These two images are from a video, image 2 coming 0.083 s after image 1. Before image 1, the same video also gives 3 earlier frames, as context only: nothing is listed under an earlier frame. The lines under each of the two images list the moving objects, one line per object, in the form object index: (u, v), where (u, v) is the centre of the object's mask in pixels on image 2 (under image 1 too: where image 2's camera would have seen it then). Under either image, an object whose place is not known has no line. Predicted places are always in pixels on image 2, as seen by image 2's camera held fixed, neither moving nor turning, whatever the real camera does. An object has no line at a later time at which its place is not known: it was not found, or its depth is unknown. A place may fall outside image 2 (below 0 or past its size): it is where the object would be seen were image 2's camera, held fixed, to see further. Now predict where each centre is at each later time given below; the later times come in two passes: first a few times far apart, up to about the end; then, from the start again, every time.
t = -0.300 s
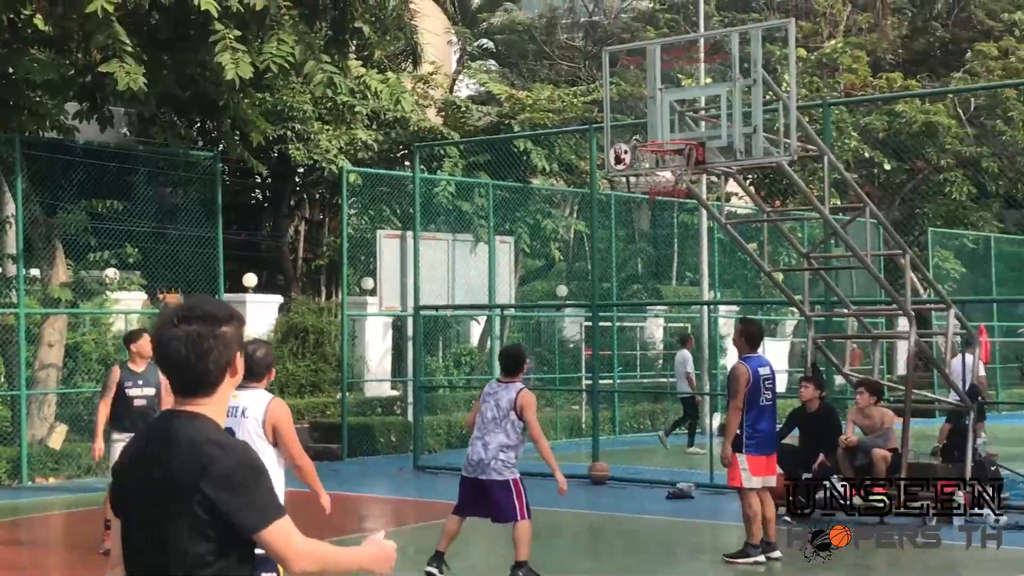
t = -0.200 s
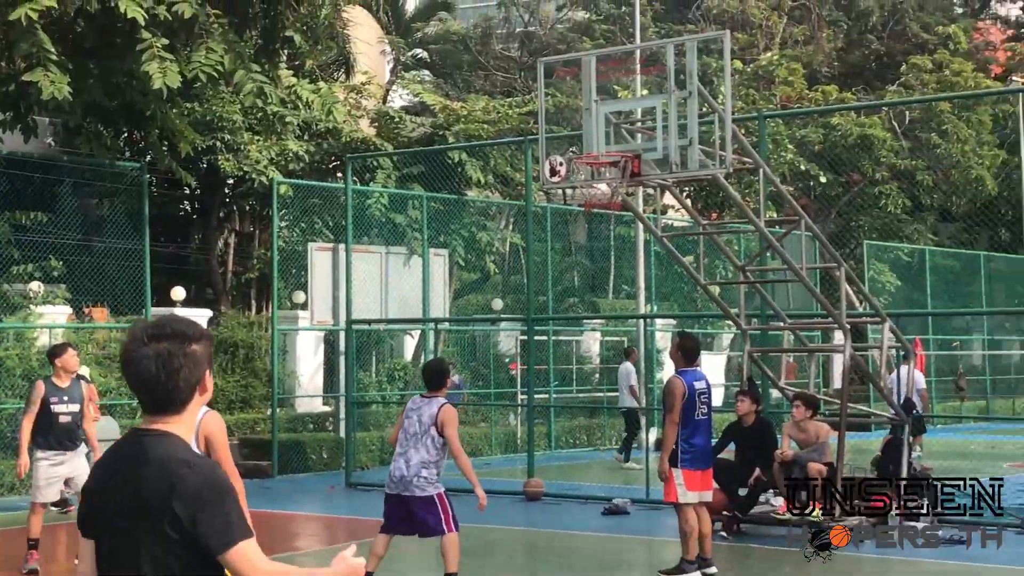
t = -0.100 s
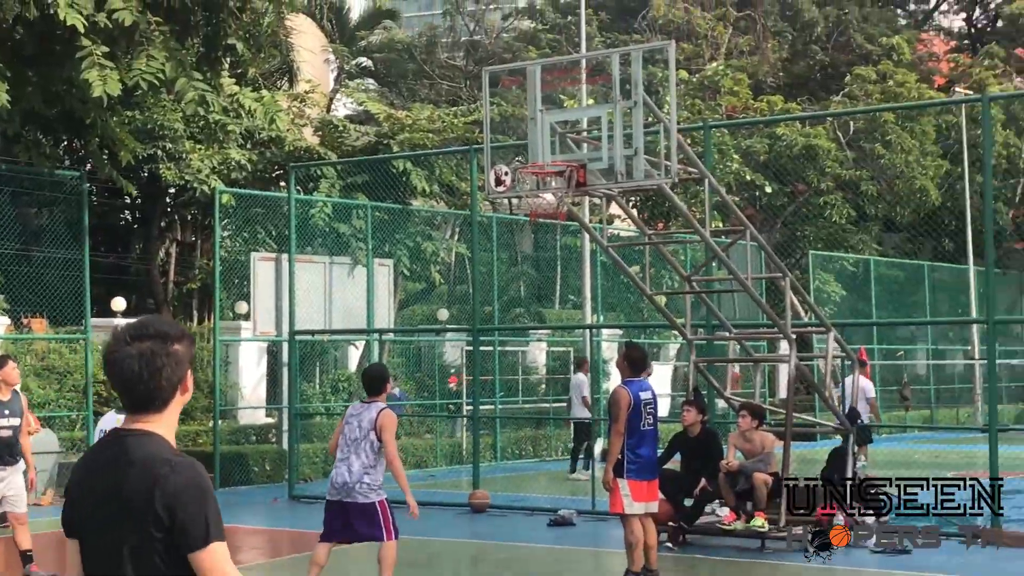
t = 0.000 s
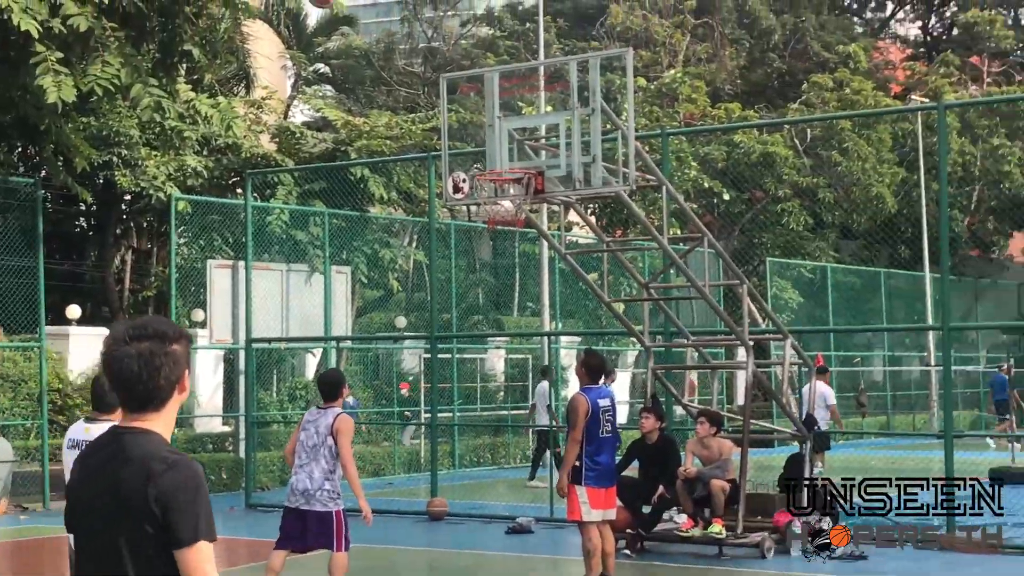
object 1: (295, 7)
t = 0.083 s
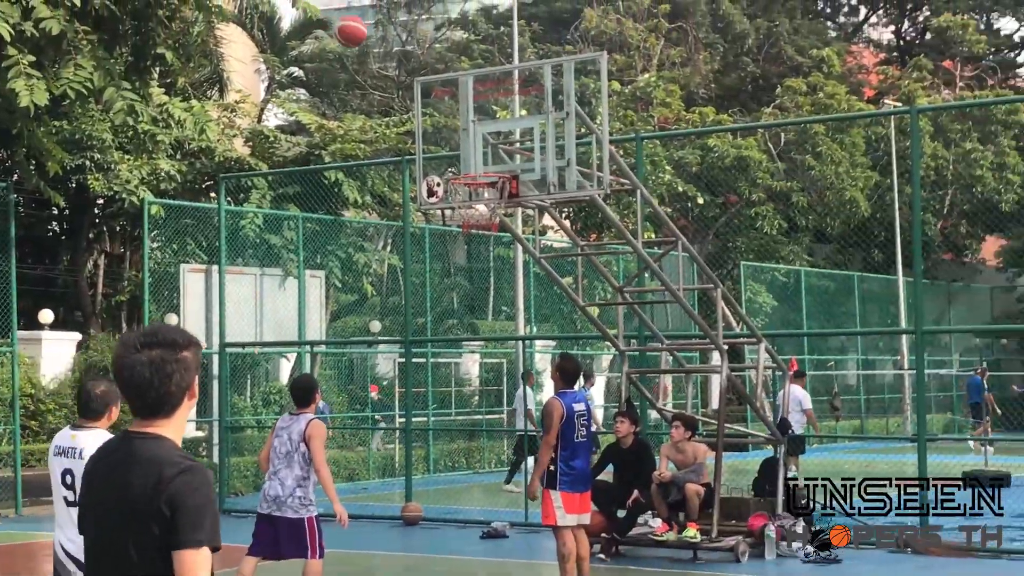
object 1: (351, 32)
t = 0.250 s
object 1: (457, 128)
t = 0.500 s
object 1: (487, 233)
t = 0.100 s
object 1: (362, 39)
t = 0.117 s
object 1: (373, 48)
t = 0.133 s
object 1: (384, 56)
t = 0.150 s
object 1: (395, 66)
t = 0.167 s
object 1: (405, 75)
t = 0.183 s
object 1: (416, 85)
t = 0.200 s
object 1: (426, 95)
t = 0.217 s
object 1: (437, 105)
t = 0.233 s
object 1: (446, 116)
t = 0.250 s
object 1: (457, 128)
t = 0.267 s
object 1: (467, 140)
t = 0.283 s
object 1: (477, 152)
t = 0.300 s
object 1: (487, 162)
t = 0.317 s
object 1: (495, 173)
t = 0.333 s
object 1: (488, 179)
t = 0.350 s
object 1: (477, 183)
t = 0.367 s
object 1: (467, 188)
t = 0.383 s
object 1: (462, 190)
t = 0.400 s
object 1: (465, 195)
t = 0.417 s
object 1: (468, 202)
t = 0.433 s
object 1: (471, 208)
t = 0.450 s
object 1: (473, 213)
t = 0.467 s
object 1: (478, 220)
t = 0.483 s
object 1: (482, 226)
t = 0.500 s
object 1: (487, 233)
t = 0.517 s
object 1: (490, 240)
